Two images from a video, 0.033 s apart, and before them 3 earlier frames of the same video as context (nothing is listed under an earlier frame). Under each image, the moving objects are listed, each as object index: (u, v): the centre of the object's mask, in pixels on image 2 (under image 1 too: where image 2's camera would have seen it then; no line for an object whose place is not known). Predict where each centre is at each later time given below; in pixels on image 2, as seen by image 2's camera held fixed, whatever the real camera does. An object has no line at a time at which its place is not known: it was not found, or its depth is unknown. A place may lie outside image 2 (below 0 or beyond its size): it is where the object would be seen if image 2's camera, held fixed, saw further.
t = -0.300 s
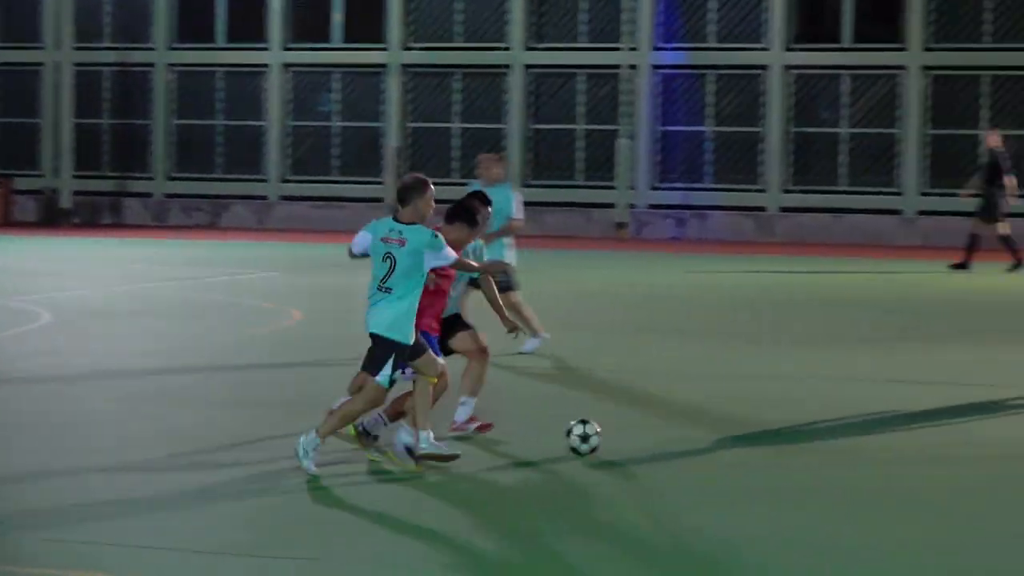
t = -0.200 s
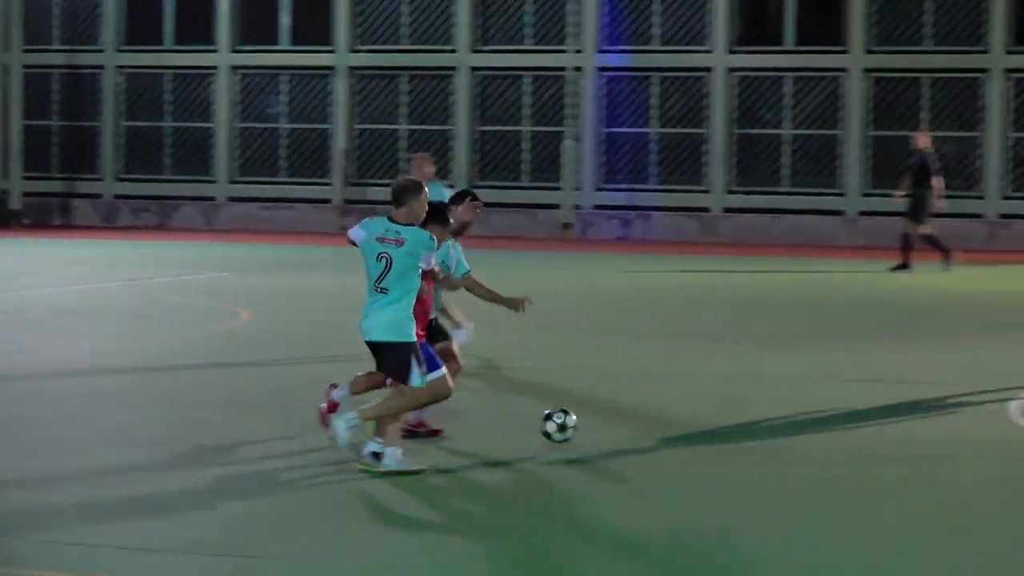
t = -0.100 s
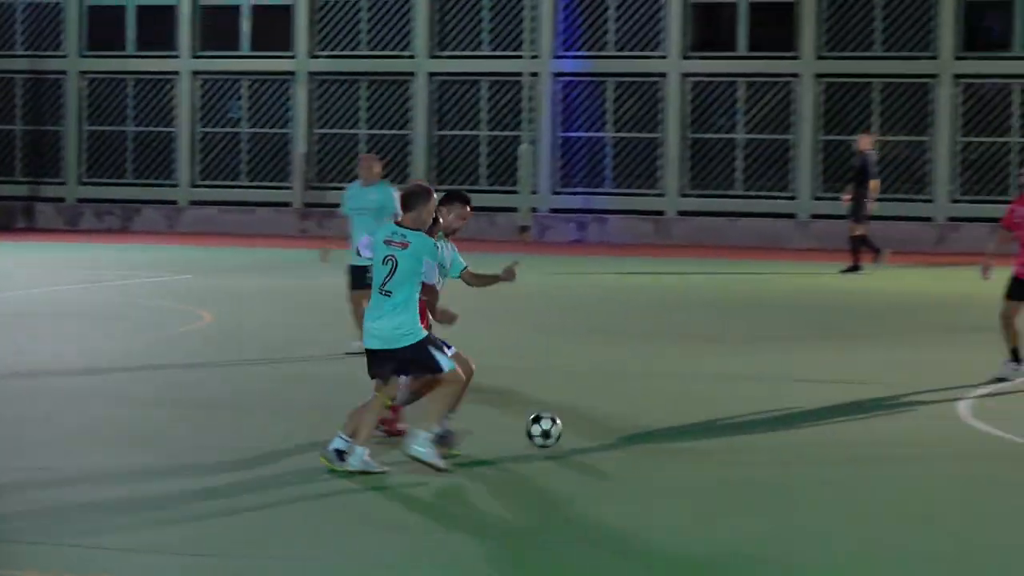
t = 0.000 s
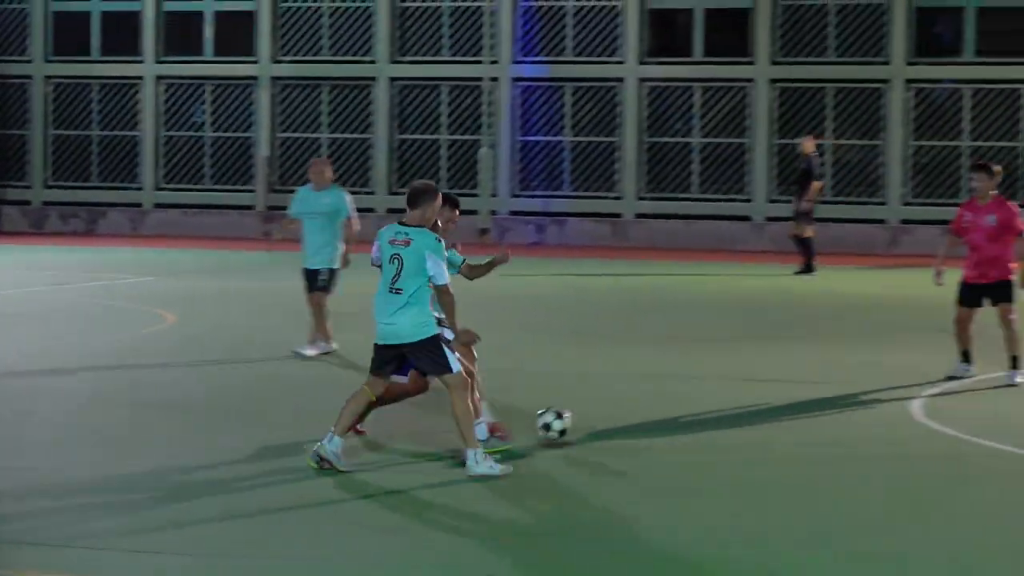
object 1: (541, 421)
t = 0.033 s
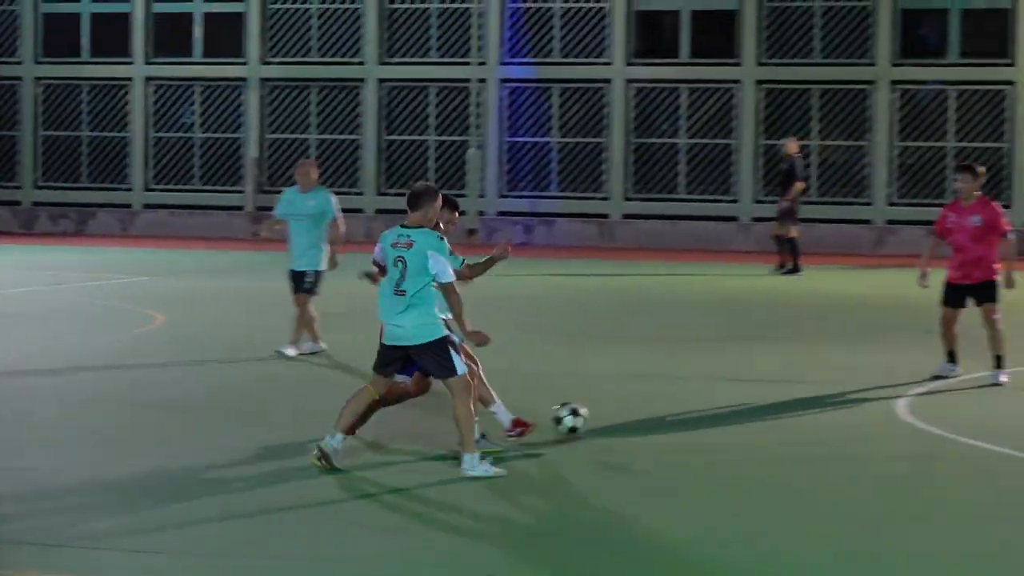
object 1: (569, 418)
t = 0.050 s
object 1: (583, 417)
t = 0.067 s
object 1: (599, 417)
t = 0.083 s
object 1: (612, 417)
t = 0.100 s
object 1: (626, 417)
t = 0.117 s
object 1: (642, 419)
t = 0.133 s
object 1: (656, 420)
